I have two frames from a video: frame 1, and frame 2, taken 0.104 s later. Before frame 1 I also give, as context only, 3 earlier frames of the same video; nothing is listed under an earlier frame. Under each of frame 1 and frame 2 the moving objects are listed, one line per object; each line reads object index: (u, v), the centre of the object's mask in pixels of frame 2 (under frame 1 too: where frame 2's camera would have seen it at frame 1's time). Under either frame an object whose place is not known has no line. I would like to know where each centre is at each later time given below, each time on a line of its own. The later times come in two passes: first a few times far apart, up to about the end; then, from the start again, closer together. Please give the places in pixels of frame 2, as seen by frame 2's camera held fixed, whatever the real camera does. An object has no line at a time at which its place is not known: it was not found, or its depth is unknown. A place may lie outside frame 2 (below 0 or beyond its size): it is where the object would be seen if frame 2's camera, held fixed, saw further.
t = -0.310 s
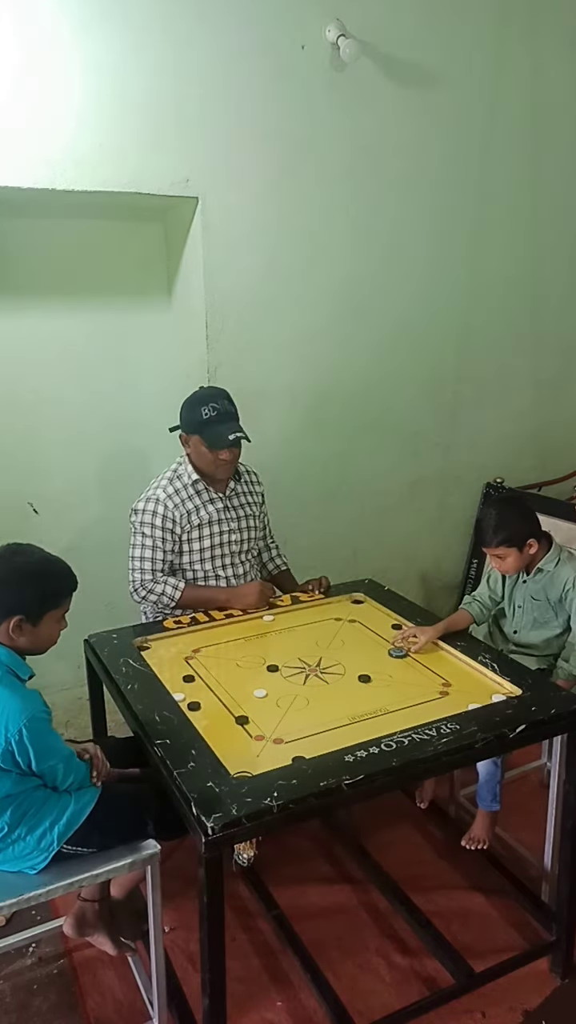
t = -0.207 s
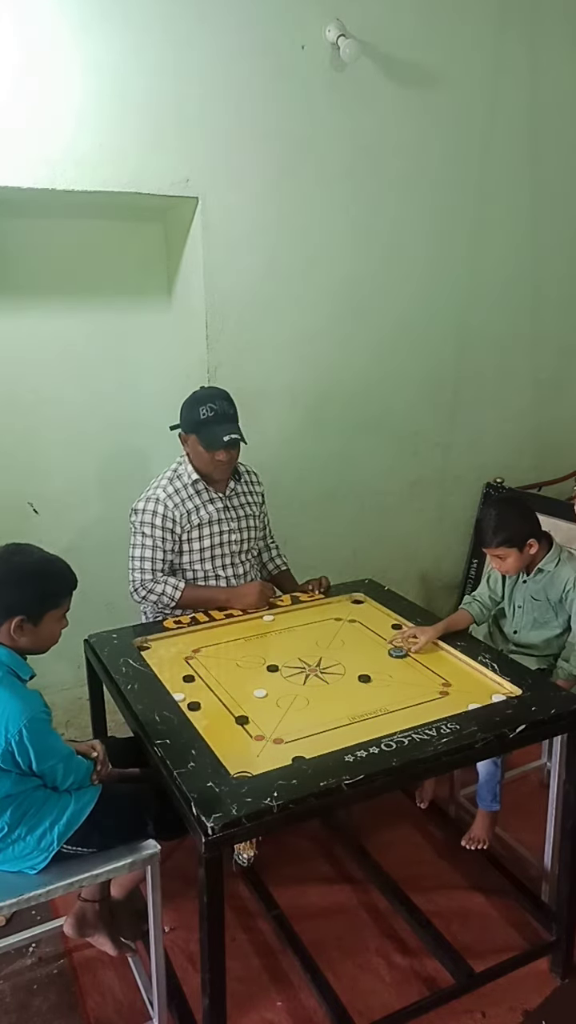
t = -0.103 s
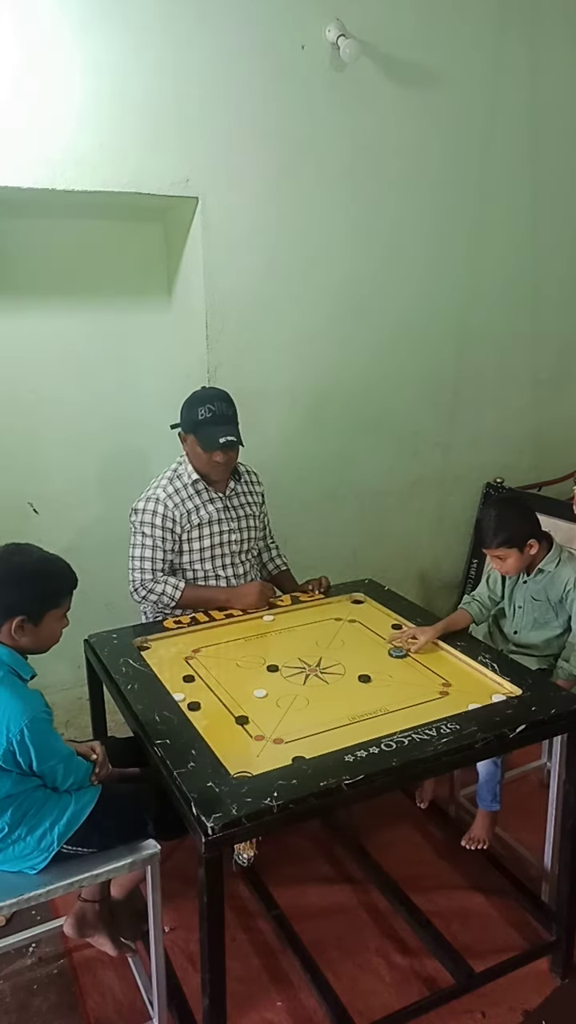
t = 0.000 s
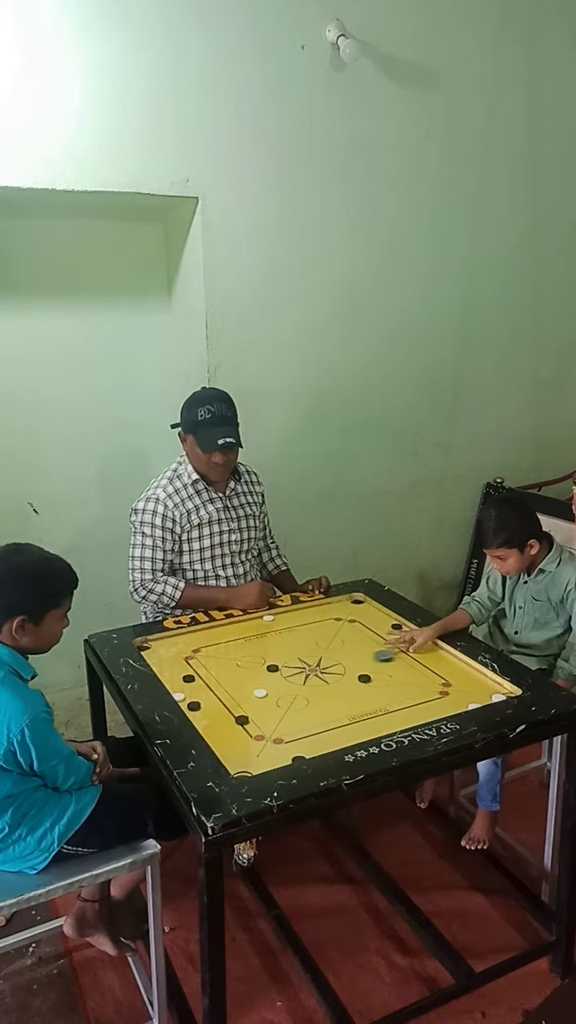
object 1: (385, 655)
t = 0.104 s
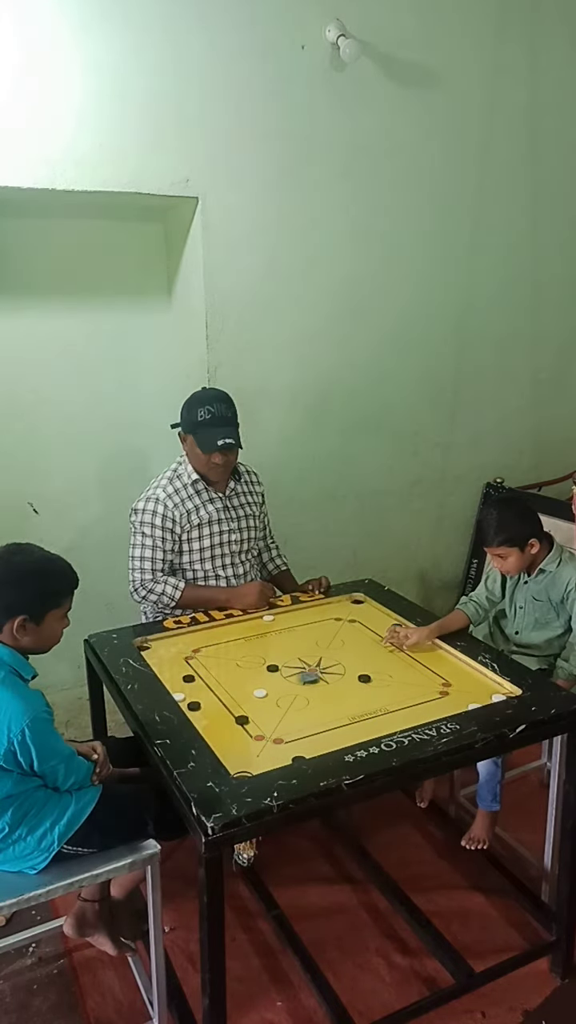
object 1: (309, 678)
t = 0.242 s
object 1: (228, 698)
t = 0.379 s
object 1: (220, 703)
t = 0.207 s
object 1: (245, 694)
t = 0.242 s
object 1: (228, 698)
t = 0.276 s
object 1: (209, 703)
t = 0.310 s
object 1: (209, 703)
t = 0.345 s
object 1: (214, 703)
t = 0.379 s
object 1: (220, 703)
